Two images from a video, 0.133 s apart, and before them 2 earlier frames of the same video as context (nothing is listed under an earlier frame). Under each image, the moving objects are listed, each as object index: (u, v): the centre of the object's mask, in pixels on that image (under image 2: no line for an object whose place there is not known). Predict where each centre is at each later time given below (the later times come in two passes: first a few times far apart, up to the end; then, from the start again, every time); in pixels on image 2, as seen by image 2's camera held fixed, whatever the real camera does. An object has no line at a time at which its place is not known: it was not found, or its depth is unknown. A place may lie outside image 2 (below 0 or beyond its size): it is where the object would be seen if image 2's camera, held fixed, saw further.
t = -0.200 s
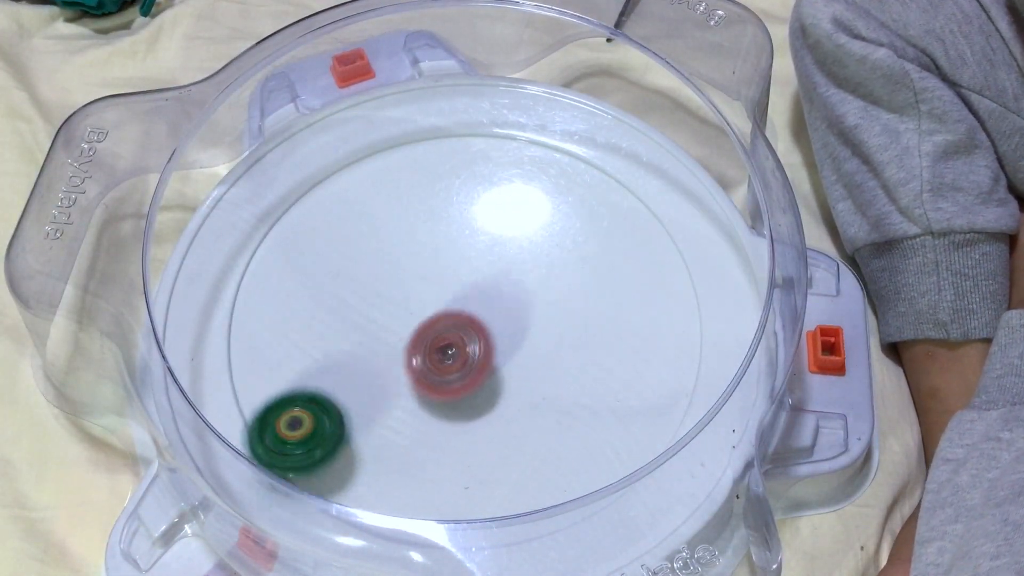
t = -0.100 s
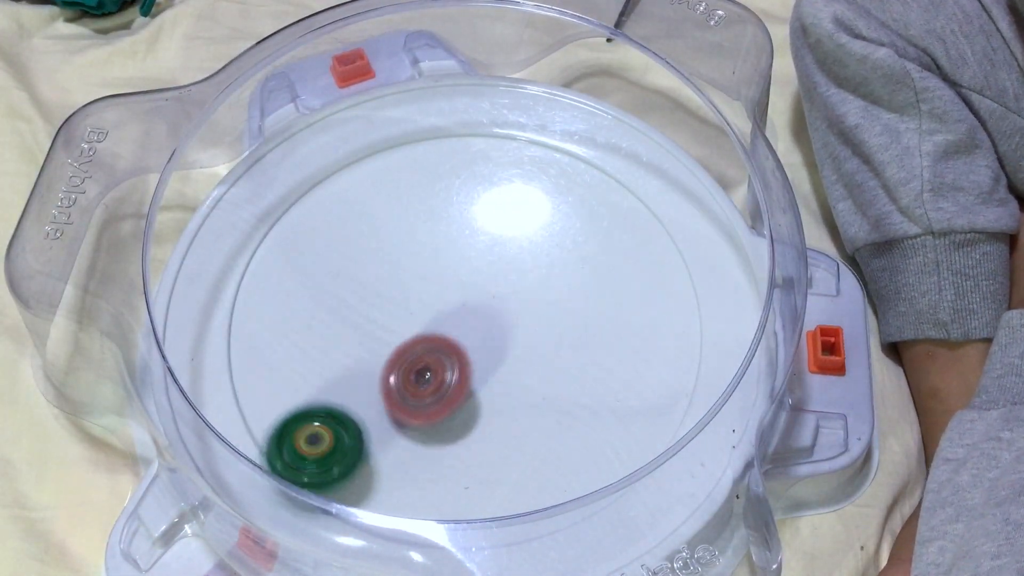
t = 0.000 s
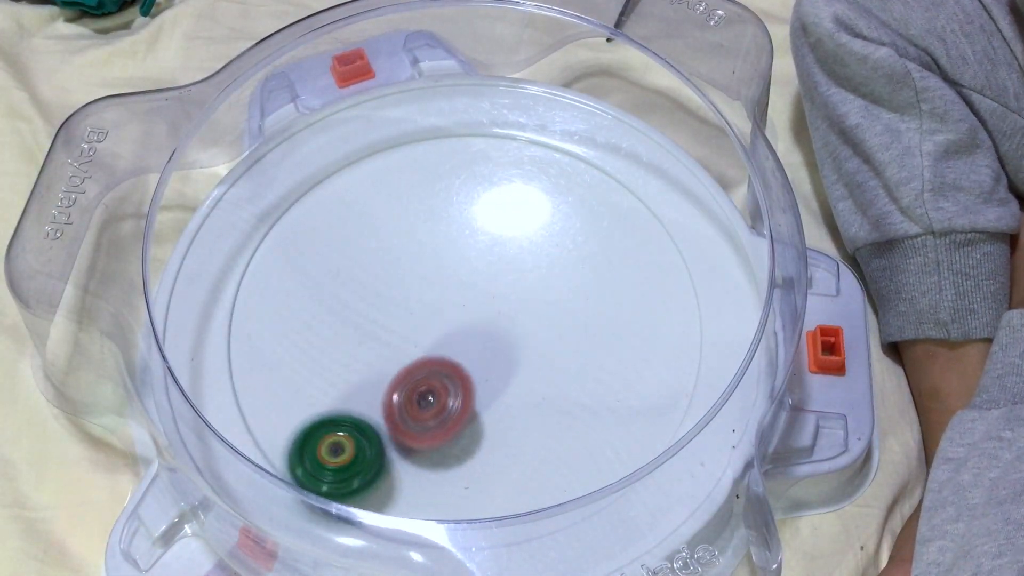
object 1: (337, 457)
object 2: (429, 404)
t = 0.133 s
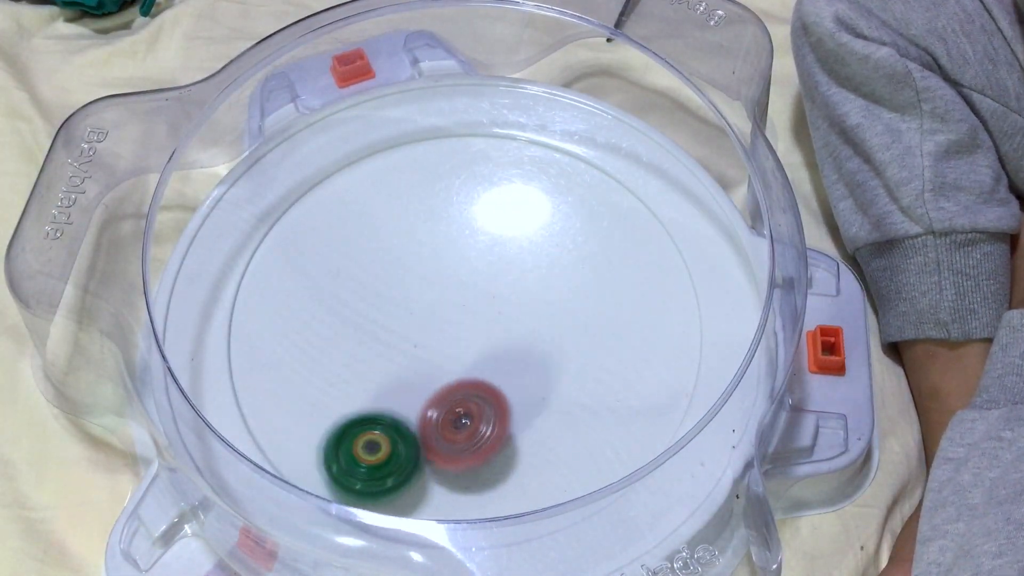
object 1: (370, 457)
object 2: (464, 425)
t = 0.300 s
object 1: (400, 415)
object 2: (542, 448)
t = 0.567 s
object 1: (440, 358)
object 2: (573, 443)
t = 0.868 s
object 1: (481, 283)
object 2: (510, 387)
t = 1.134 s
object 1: (501, 241)
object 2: (343, 349)
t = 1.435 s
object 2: (268, 374)
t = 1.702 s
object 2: (308, 382)
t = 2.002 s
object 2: (369, 362)
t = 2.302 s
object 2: (374, 340)
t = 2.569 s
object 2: (376, 257)
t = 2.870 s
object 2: (423, 255)
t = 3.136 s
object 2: (507, 165)
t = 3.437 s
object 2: (473, 179)
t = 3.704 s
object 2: (511, 255)
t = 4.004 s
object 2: (627, 304)
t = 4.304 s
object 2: (592, 312)
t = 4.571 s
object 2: (546, 344)
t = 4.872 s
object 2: (476, 391)
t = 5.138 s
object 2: (389, 406)
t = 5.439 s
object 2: (384, 387)
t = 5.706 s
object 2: (381, 344)
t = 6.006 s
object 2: (408, 239)
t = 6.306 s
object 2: (420, 191)
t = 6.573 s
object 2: (394, 150)
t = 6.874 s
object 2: (441, 245)
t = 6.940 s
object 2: (468, 273)
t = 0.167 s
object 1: (375, 450)
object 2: (480, 430)
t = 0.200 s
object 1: (380, 441)
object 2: (498, 436)
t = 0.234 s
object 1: (386, 431)
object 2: (515, 441)
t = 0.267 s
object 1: (393, 422)
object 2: (530, 445)
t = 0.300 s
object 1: (400, 415)
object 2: (542, 448)
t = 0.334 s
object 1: (405, 408)
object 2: (552, 451)
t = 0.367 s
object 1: (410, 402)
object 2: (560, 454)
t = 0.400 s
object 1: (414, 395)
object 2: (566, 455)
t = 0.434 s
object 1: (419, 389)
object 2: (571, 456)
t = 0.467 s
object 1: (424, 381)
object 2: (573, 455)
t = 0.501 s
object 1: (430, 374)
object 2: (575, 454)
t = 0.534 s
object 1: (435, 367)
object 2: (575, 450)
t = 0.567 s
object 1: (440, 358)
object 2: (573, 443)
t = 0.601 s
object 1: (445, 351)
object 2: (570, 437)
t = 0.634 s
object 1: (450, 344)
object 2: (566, 431)
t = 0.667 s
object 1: (455, 335)
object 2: (562, 424)
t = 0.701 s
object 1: (460, 326)
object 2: (557, 418)
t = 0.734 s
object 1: (465, 317)
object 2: (551, 411)
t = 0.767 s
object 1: (469, 308)
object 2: (545, 405)
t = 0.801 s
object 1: (474, 299)
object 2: (536, 399)
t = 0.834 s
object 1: (478, 290)
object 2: (525, 393)
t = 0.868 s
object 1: (481, 283)
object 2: (510, 387)
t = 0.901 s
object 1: (484, 276)
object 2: (491, 381)
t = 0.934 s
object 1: (487, 269)
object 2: (470, 374)
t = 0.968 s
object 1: (489, 263)
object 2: (446, 369)
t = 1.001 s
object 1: (492, 258)
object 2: (422, 363)
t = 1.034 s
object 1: (494, 253)
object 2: (399, 357)
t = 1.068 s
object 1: (496, 248)
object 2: (377, 353)
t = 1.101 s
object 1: (499, 244)
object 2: (359, 350)
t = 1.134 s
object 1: (501, 241)
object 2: (343, 349)
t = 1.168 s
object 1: (503, 238)
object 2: (330, 348)
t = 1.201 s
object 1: (506, 236)
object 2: (318, 350)
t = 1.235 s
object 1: (507, 234)
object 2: (307, 352)
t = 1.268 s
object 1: (508, 234)
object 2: (298, 355)
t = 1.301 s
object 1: (510, 234)
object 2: (289, 359)
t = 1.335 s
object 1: (510, 234)
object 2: (282, 363)
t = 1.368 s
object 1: (511, 236)
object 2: (276, 366)
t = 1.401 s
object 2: (271, 370)
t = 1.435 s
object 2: (268, 374)
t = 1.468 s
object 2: (266, 377)
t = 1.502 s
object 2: (266, 380)
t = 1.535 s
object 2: (268, 383)
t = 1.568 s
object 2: (273, 384)
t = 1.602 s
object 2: (280, 385)
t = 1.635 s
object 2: (290, 385)
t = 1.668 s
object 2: (299, 383)
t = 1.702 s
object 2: (308, 382)
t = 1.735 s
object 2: (319, 380)
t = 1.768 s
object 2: (330, 379)
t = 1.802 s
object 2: (340, 377)
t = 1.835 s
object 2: (349, 374)
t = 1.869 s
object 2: (360, 372)
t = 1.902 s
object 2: (370, 369)
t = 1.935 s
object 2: (379, 367)
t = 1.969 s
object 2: (387, 365)
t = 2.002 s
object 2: (369, 362)
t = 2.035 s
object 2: (352, 359)
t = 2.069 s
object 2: (343, 355)
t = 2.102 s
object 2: (342, 352)
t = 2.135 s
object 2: (345, 349)
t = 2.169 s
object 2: (349, 346)
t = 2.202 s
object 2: (354, 345)
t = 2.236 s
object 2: (360, 343)
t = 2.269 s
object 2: (367, 342)
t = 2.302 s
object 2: (374, 340)
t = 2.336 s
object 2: (382, 338)
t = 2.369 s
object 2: (392, 334)
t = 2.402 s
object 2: (404, 330)
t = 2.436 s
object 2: (405, 317)
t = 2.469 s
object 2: (389, 296)
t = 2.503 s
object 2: (380, 278)
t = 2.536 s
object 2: (376, 265)
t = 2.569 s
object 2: (376, 257)
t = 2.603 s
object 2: (379, 254)
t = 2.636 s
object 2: (382, 252)
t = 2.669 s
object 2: (386, 251)
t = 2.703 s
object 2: (391, 251)
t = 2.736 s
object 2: (396, 251)
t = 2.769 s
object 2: (401, 252)
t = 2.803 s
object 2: (407, 254)
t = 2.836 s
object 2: (414, 254)
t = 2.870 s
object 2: (423, 255)
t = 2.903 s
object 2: (434, 253)
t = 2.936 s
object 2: (447, 251)
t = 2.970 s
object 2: (461, 248)
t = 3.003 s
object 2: (475, 243)
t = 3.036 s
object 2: (489, 237)
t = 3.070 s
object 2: (499, 212)
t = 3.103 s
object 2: (505, 186)
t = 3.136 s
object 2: (507, 165)
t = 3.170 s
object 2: (506, 147)
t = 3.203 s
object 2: (501, 132)
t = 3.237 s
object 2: (497, 125)
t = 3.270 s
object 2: (492, 127)
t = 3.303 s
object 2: (487, 132)
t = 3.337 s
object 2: (483, 141)
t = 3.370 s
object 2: (479, 152)
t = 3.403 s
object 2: (476, 164)
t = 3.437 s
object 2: (473, 179)
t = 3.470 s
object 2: (470, 194)
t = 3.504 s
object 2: (467, 211)
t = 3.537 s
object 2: (467, 228)
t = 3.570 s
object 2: (472, 230)
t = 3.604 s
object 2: (481, 233)
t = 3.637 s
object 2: (490, 239)
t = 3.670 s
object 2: (500, 247)
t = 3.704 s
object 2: (511, 255)
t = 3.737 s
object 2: (524, 263)
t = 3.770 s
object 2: (537, 269)
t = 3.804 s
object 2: (551, 277)
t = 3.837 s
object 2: (566, 284)
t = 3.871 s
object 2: (581, 290)
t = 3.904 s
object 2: (595, 295)
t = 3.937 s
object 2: (609, 299)
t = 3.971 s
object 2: (619, 302)
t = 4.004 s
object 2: (627, 304)
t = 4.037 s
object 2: (631, 305)
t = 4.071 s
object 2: (631, 307)
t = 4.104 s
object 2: (628, 308)
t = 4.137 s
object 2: (624, 309)
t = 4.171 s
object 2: (619, 310)
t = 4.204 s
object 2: (613, 310)
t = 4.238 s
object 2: (605, 311)
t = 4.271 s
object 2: (599, 311)
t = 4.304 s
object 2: (592, 312)
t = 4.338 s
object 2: (585, 313)
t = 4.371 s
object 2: (577, 315)
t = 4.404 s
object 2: (573, 317)
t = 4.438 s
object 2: (572, 322)
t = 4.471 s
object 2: (567, 327)
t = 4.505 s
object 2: (560, 331)
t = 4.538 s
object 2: (551, 336)
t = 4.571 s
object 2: (546, 344)
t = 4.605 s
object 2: (545, 354)
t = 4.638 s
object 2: (542, 364)
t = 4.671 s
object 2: (537, 371)
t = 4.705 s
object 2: (530, 375)
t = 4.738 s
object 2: (521, 379)
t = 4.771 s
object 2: (511, 382)
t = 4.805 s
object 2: (500, 385)
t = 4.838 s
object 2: (488, 387)
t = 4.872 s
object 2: (476, 391)
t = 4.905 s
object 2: (464, 394)
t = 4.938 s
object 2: (452, 397)
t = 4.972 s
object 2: (441, 399)
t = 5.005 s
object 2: (430, 401)
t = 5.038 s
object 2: (419, 403)
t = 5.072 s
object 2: (408, 405)
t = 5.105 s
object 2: (399, 406)
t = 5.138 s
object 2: (389, 406)
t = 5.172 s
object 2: (381, 407)
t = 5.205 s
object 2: (375, 407)
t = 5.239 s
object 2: (369, 406)
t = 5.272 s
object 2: (367, 405)
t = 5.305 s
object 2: (366, 402)
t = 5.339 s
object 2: (369, 398)
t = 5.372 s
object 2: (373, 394)
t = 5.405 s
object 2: (378, 391)
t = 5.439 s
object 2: (384, 387)
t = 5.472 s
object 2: (390, 385)
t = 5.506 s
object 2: (395, 383)
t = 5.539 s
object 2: (402, 380)
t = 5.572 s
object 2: (398, 375)
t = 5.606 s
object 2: (388, 368)
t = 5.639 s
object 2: (382, 360)
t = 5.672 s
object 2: (380, 352)
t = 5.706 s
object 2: (381, 344)
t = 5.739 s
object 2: (384, 336)
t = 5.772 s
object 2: (388, 326)
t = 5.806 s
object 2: (391, 317)
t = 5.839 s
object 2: (395, 305)
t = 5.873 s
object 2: (399, 295)
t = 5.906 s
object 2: (402, 282)
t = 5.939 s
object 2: (405, 268)
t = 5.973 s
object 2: (407, 254)
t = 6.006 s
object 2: (408, 239)
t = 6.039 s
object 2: (409, 225)
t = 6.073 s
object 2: (409, 212)
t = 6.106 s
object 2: (411, 201)
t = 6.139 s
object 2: (410, 192)
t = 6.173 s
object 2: (411, 185)
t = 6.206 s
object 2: (413, 183)
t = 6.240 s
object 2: (415, 184)
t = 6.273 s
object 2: (418, 186)
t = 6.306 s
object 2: (420, 191)
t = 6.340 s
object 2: (420, 195)
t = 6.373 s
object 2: (421, 200)
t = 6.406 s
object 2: (422, 206)
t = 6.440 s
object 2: (420, 203)
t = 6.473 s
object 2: (408, 179)
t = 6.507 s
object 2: (400, 162)
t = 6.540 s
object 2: (395, 153)
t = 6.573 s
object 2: (394, 150)
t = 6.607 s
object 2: (396, 153)
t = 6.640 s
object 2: (397, 160)
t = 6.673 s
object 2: (400, 168)
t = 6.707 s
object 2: (403, 178)
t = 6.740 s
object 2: (408, 191)
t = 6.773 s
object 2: (411, 203)
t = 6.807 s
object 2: (419, 216)
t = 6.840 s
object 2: (428, 229)
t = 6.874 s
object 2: (441, 245)
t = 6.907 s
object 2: (454, 260)
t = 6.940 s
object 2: (468, 273)
